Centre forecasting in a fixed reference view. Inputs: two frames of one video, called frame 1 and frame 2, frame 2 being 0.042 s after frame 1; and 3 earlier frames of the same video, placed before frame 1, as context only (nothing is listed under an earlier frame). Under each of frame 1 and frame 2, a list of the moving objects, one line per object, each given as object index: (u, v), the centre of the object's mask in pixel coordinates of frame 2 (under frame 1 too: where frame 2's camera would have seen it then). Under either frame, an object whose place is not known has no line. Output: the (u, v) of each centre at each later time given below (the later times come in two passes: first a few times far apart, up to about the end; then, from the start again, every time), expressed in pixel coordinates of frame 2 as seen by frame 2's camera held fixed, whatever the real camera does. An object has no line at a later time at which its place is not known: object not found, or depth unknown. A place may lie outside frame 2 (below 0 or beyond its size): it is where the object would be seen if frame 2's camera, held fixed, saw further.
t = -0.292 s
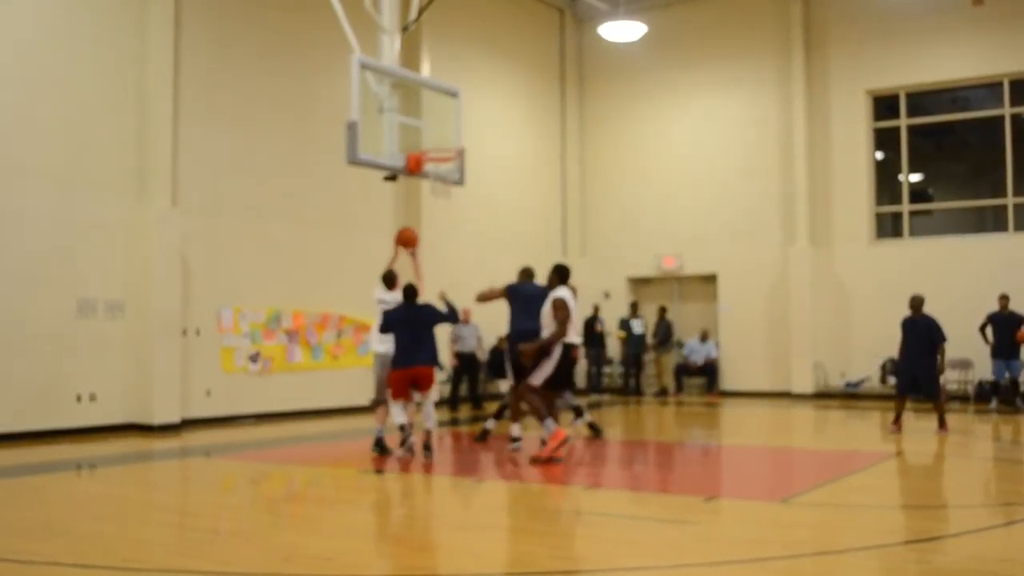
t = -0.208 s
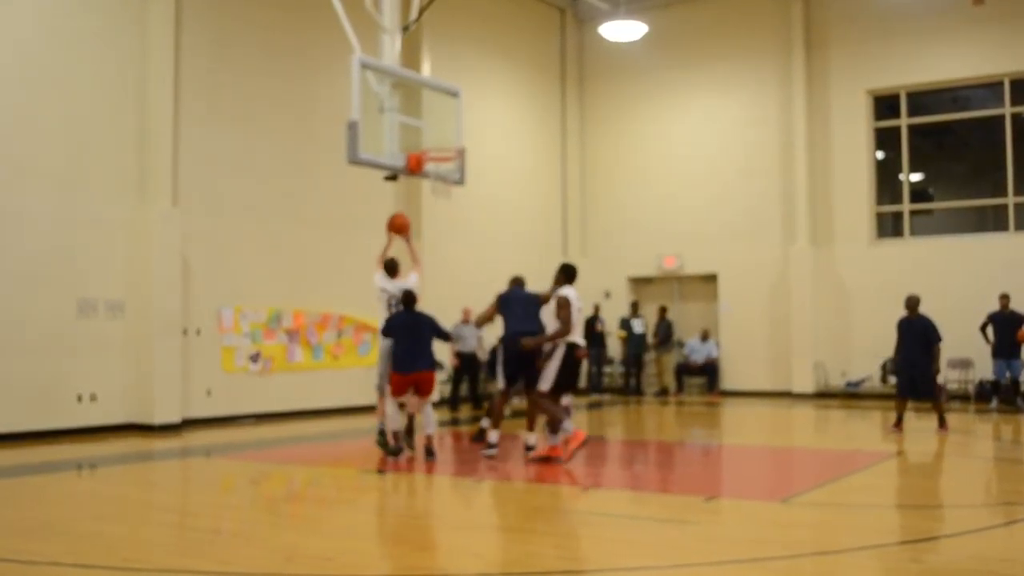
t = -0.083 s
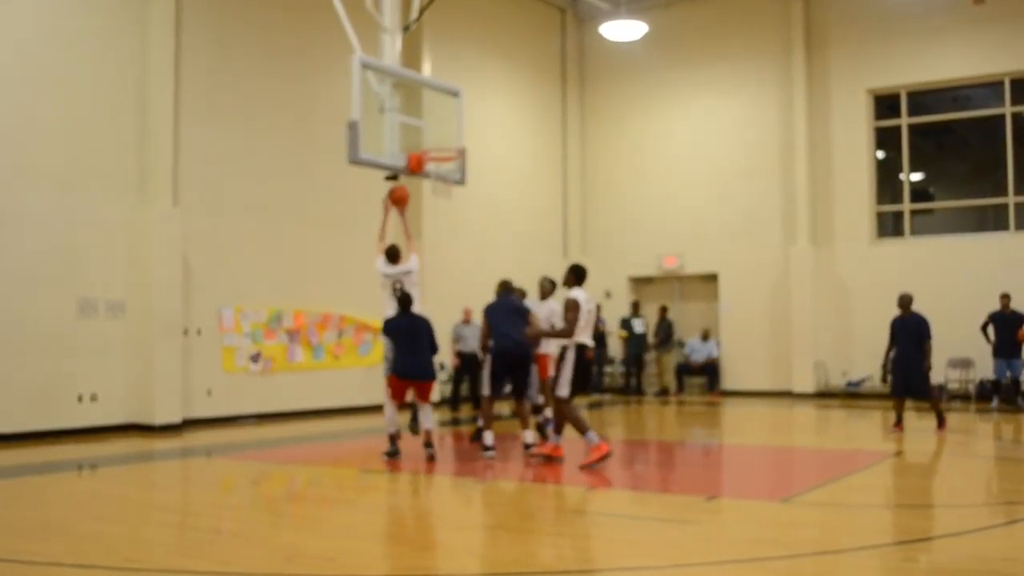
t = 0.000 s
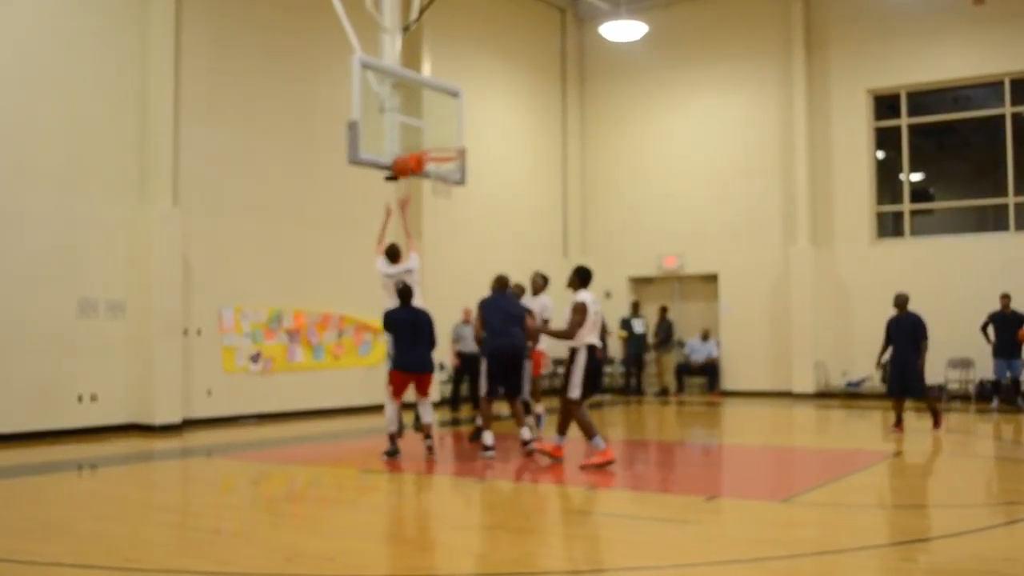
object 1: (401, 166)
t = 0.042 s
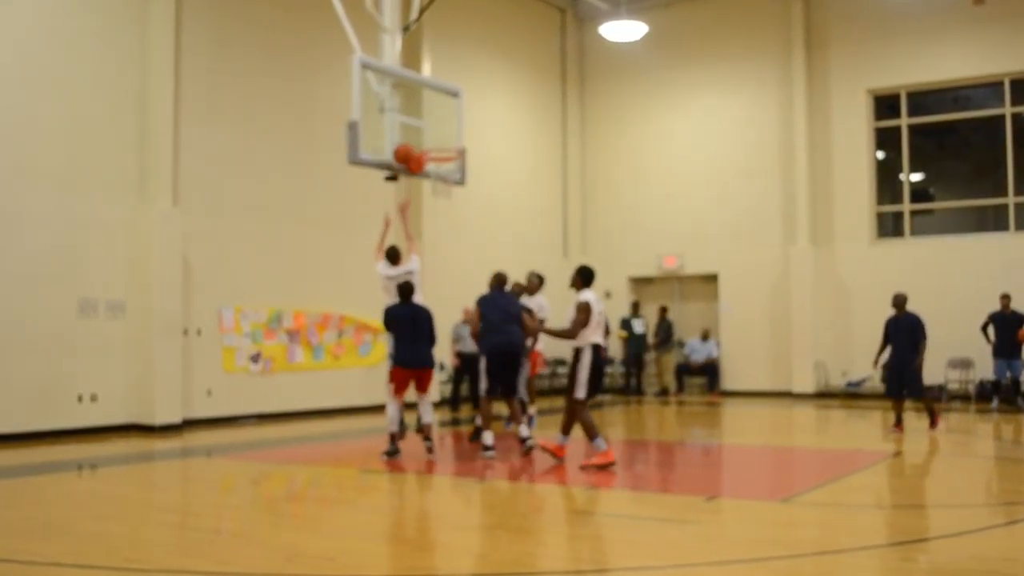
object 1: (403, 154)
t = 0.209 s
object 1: (416, 129)
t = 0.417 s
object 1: (438, 142)
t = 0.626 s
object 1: (450, 161)
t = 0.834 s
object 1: (442, 181)
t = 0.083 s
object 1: (406, 144)
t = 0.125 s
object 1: (407, 135)
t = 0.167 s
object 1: (411, 131)
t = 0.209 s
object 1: (416, 129)
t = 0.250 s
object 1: (421, 128)
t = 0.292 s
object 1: (425, 129)
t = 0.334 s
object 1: (429, 132)
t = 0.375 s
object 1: (433, 137)
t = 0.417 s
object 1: (438, 142)
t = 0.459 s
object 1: (442, 151)
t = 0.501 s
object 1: (444, 152)
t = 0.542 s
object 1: (446, 153)
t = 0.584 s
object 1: (448, 156)
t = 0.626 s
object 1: (450, 161)
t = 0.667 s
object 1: (449, 166)
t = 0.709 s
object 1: (449, 169)
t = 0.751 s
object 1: (447, 171)
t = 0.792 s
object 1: (445, 175)
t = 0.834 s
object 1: (442, 181)
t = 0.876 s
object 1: (440, 186)
